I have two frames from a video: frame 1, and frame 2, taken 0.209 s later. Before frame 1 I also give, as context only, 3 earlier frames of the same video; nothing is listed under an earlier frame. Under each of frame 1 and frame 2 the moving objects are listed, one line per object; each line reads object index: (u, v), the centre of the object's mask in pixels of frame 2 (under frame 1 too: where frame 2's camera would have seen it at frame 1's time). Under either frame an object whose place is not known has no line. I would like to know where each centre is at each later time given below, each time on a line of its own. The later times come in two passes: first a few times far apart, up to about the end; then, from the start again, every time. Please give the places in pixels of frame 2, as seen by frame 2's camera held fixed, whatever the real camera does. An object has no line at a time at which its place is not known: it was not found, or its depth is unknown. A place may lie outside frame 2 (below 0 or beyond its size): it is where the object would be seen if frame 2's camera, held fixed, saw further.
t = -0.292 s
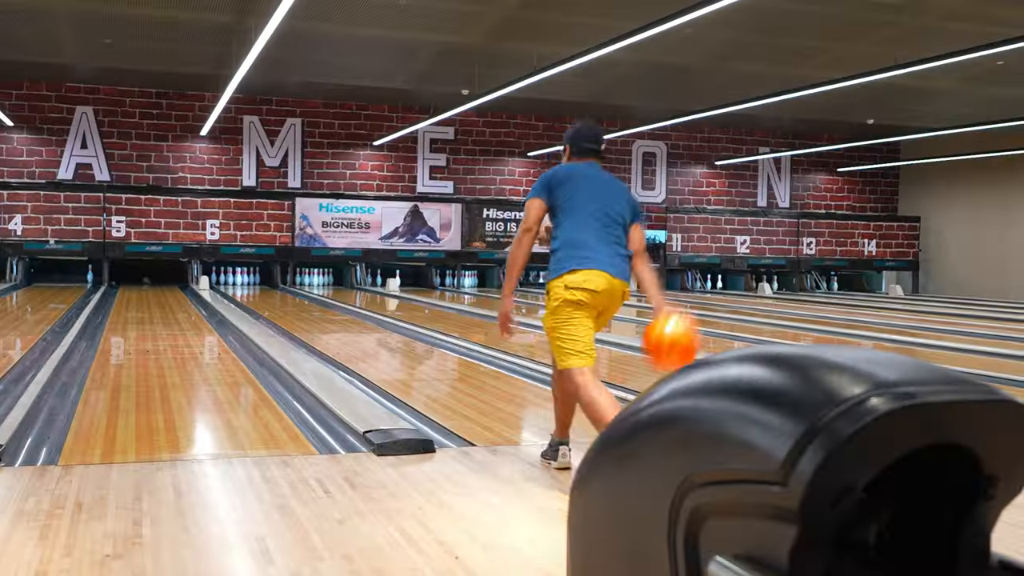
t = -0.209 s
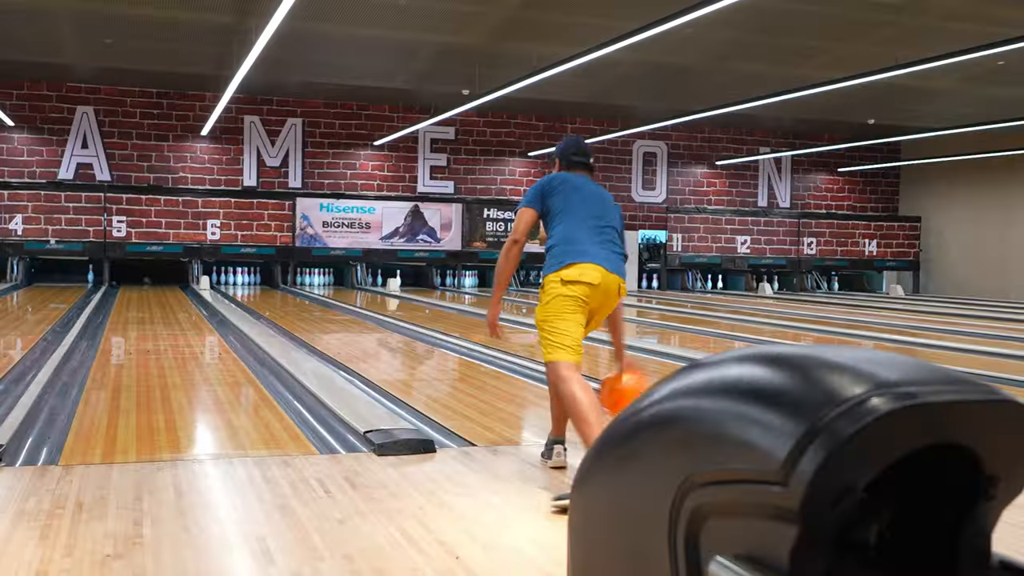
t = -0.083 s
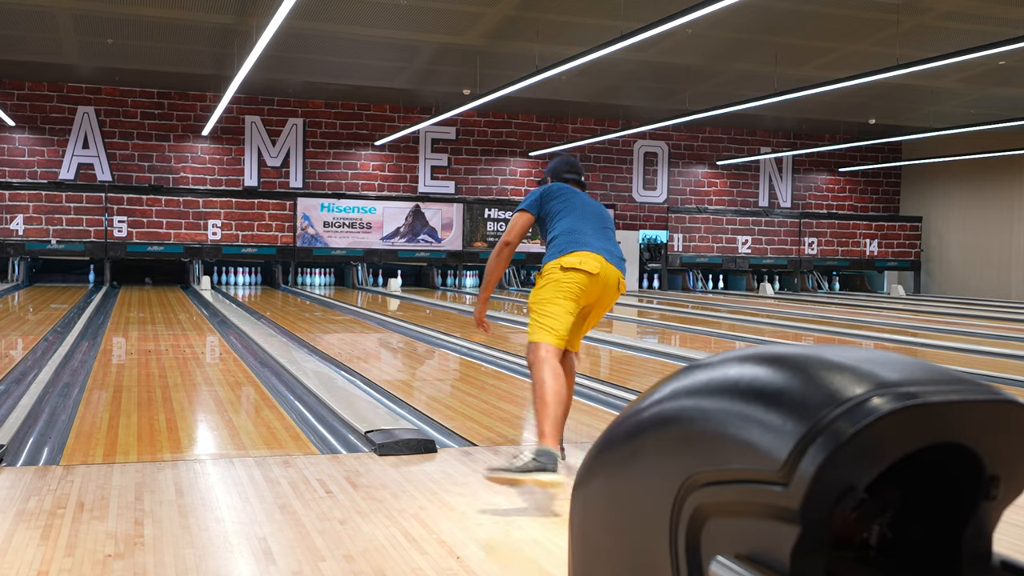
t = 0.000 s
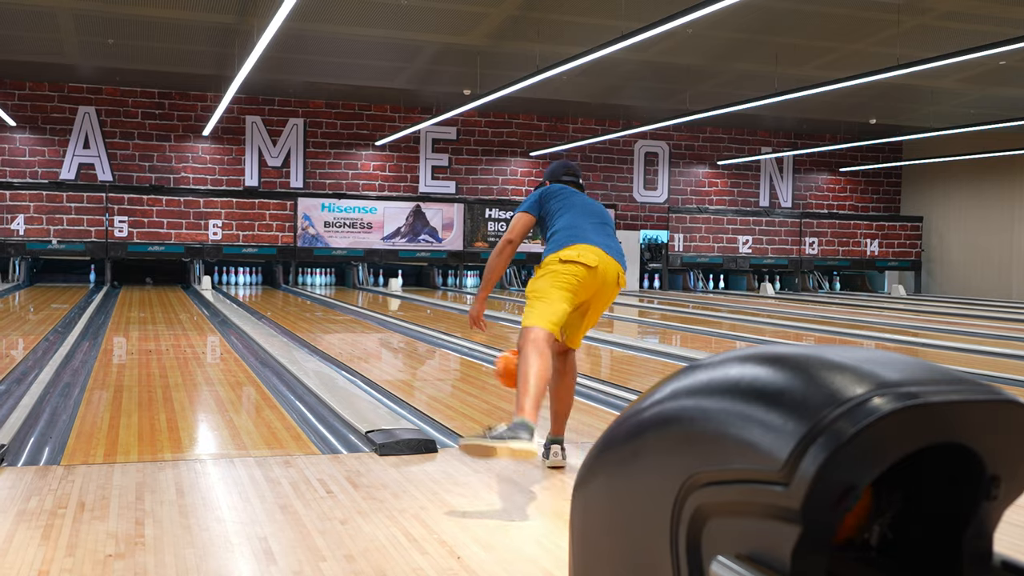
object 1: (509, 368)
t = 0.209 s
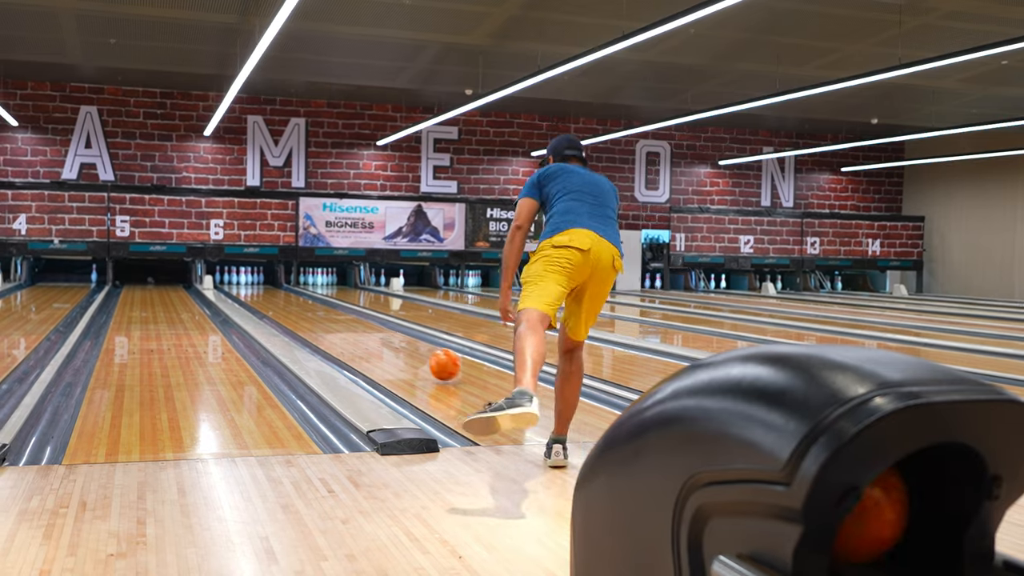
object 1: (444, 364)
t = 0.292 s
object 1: (423, 357)
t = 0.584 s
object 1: (368, 334)
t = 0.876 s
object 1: (332, 319)
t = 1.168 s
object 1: (306, 308)
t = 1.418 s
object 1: (288, 301)
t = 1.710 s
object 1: (272, 294)
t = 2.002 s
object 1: (259, 289)
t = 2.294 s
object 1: (249, 285)
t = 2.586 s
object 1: (240, 282)
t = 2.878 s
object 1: (229, 280)
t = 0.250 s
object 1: (433, 361)
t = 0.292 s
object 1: (423, 357)
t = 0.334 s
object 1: (414, 353)
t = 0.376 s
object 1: (405, 349)
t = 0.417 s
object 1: (397, 345)
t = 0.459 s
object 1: (389, 342)
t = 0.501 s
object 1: (382, 340)
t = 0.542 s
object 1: (375, 337)
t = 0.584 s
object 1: (368, 334)
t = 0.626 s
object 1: (363, 331)
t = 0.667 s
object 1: (357, 329)
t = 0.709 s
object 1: (351, 327)
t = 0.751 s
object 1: (346, 324)
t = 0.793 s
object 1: (341, 322)
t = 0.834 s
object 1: (337, 321)
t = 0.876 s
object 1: (332, 319)
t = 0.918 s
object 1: (328, 317)
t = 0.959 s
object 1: (324, 315)
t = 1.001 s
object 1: (320, 313)
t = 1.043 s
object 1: (316, 312)
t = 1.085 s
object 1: (312, 310)
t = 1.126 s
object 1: (309, 309)
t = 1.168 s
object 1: (306, 308)
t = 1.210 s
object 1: (303, 307)
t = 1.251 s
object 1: (300, 305)
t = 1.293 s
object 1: (297, 304)
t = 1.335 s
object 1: (294, 303)
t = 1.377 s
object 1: (291, 302)
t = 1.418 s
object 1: (288, 301)
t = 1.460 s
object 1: (286, 300)
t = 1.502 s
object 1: (283, 299)
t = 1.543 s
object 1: (281, 298)
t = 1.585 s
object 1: (279, 297)
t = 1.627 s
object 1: (277, 296)
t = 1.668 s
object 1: (274, 295)
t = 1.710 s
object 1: (272, 294)
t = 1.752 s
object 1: (270, 293)
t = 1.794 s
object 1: (268, 293)
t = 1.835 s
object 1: (267, 292)
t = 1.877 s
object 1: (265, 291)
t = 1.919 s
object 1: (263, 290)
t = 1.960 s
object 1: (261, 290)
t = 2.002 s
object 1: (259, 289)
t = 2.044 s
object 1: (258, 288)
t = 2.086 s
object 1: (256, 288)
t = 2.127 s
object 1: (255, 287)
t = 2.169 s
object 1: (253, 286)
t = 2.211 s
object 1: (251, 286)
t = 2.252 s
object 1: (250, 286)
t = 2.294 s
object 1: (249, 285)
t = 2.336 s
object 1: (247, 285)
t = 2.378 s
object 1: (246, 284)
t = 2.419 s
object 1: (244, 284)
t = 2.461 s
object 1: (243, 283)
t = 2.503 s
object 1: (242, 283)
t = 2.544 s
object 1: (241, 282)
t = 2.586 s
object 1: (240, 282)
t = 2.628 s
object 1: (238, 281)
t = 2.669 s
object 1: (237, 281)
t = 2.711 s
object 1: (235, 280)
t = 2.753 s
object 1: (234, 280)
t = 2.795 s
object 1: (233, 280)
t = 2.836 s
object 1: (231, 280)
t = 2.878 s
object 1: (229, 280)
